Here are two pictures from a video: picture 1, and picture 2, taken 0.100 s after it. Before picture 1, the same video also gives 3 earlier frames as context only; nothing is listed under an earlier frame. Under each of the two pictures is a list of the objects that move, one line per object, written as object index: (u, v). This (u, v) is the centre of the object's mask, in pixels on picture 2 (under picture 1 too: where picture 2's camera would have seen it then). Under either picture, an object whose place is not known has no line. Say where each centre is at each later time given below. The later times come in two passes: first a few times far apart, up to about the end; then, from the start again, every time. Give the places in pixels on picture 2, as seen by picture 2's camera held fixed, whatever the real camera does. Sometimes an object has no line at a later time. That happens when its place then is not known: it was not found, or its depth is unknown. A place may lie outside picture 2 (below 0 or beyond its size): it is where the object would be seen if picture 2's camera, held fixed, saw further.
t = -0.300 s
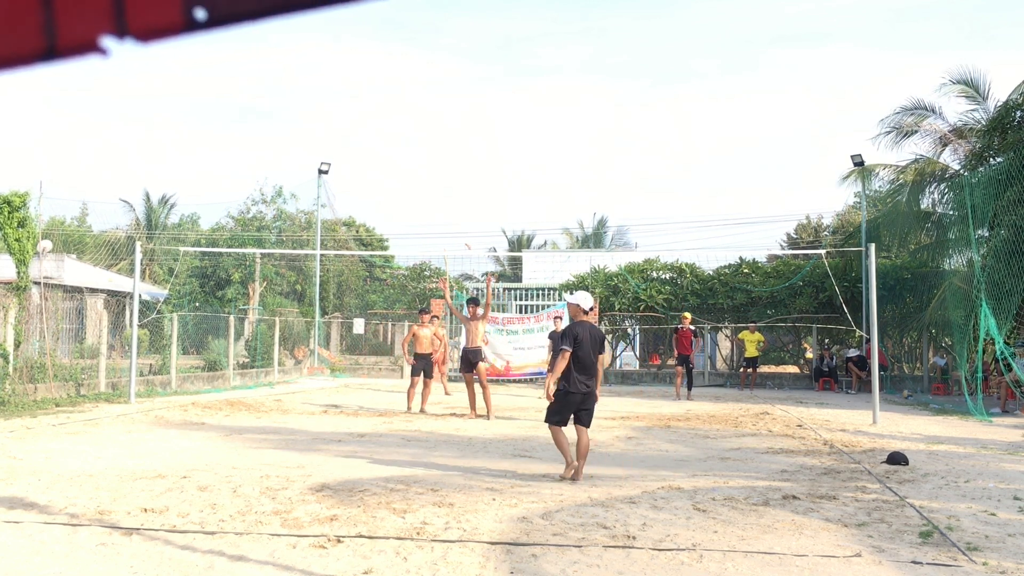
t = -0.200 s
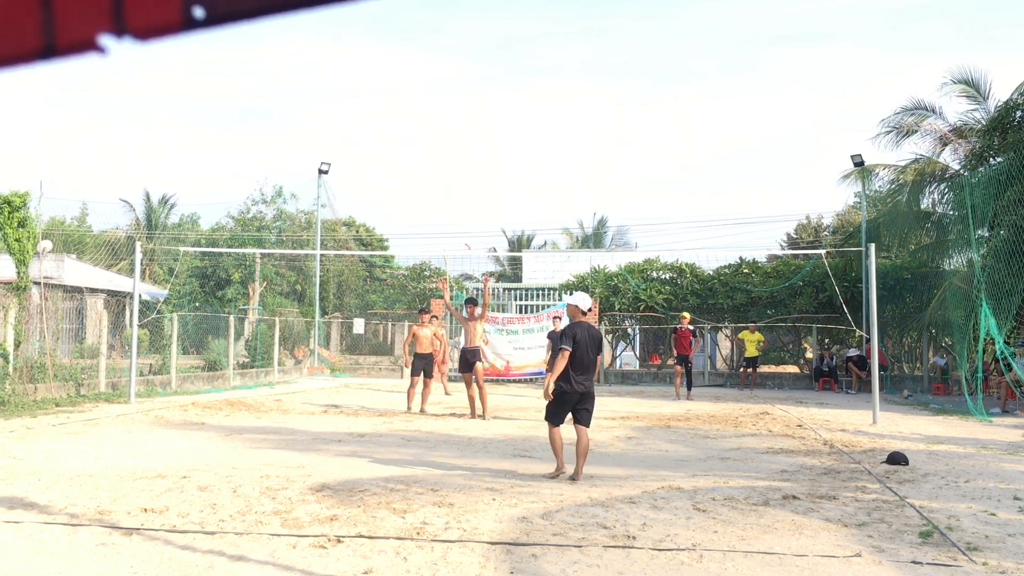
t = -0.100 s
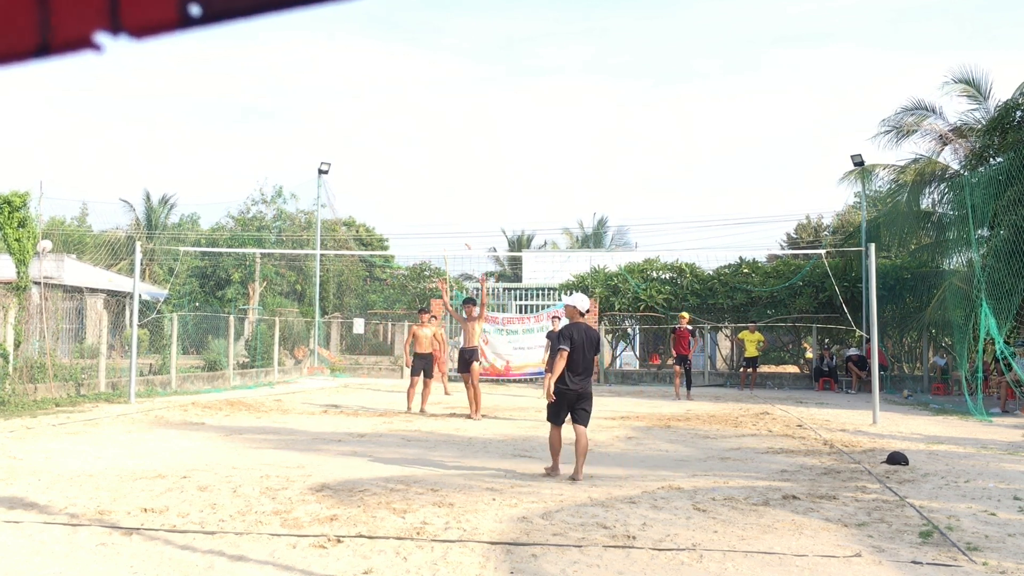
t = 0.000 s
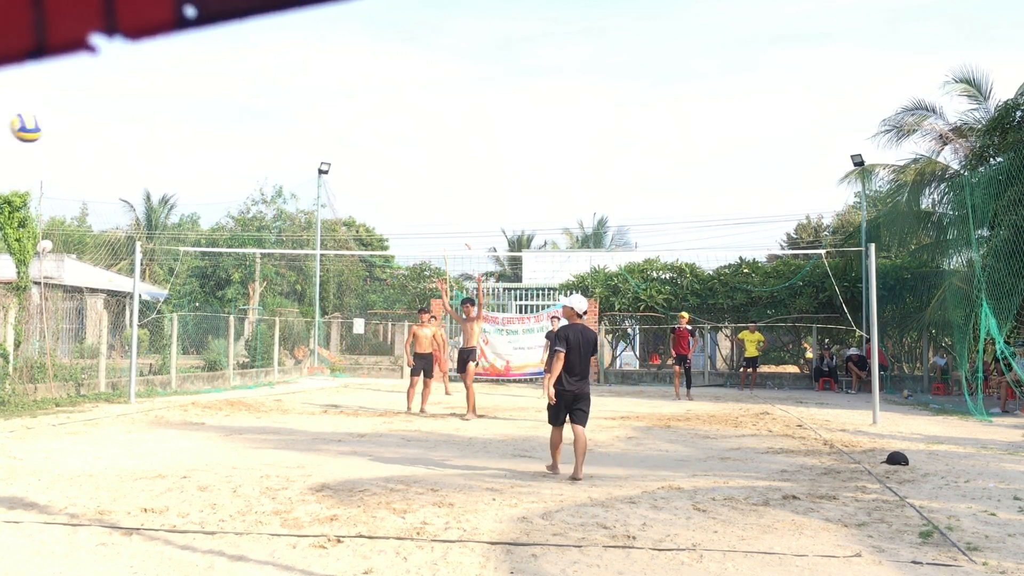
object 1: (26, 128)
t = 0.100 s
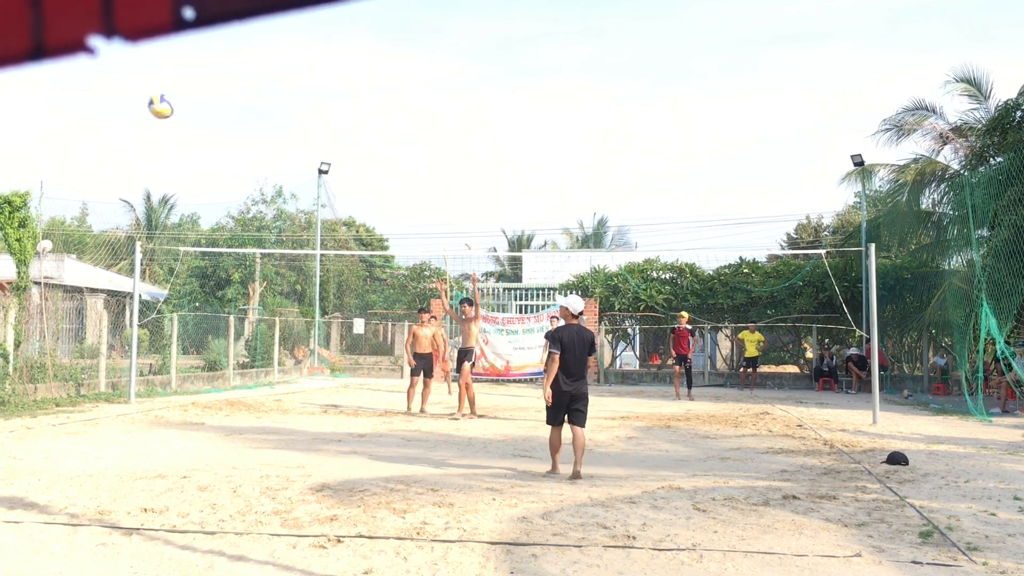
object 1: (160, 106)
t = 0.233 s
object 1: (282, 106)
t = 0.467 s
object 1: (414, 147)
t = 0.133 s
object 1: (196, 105)
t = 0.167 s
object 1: (228, 103)
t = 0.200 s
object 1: (257, 105)
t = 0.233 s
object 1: (282, 106)
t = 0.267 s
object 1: (306, 110)
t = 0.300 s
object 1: (328, 114)
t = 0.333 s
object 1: (347, 119)
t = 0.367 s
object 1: (366, 125)
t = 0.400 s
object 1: (383, 132)
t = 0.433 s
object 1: (399, 139)
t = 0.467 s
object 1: (414, 147)
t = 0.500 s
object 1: (428, 154)
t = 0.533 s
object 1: (441, 163)
